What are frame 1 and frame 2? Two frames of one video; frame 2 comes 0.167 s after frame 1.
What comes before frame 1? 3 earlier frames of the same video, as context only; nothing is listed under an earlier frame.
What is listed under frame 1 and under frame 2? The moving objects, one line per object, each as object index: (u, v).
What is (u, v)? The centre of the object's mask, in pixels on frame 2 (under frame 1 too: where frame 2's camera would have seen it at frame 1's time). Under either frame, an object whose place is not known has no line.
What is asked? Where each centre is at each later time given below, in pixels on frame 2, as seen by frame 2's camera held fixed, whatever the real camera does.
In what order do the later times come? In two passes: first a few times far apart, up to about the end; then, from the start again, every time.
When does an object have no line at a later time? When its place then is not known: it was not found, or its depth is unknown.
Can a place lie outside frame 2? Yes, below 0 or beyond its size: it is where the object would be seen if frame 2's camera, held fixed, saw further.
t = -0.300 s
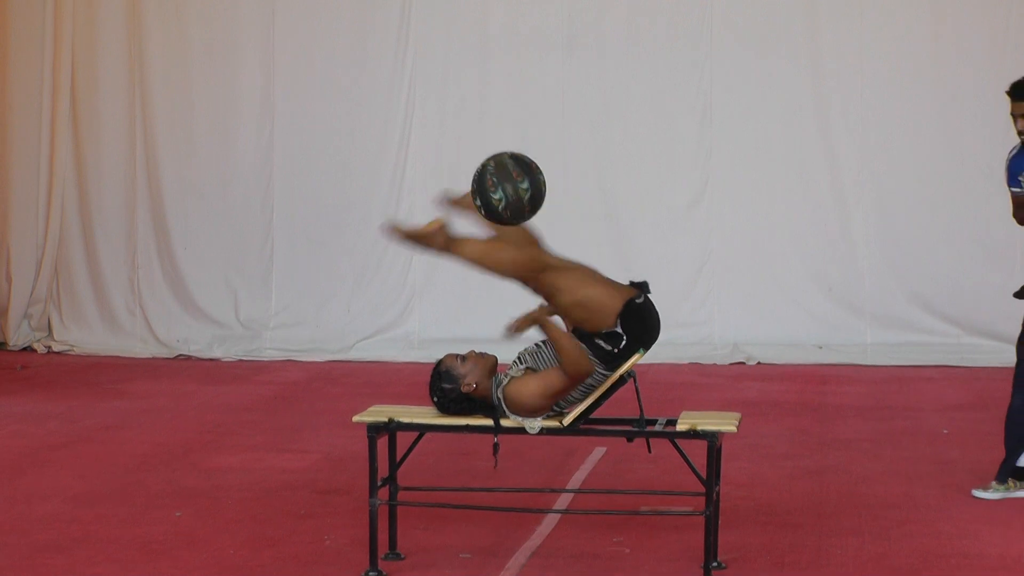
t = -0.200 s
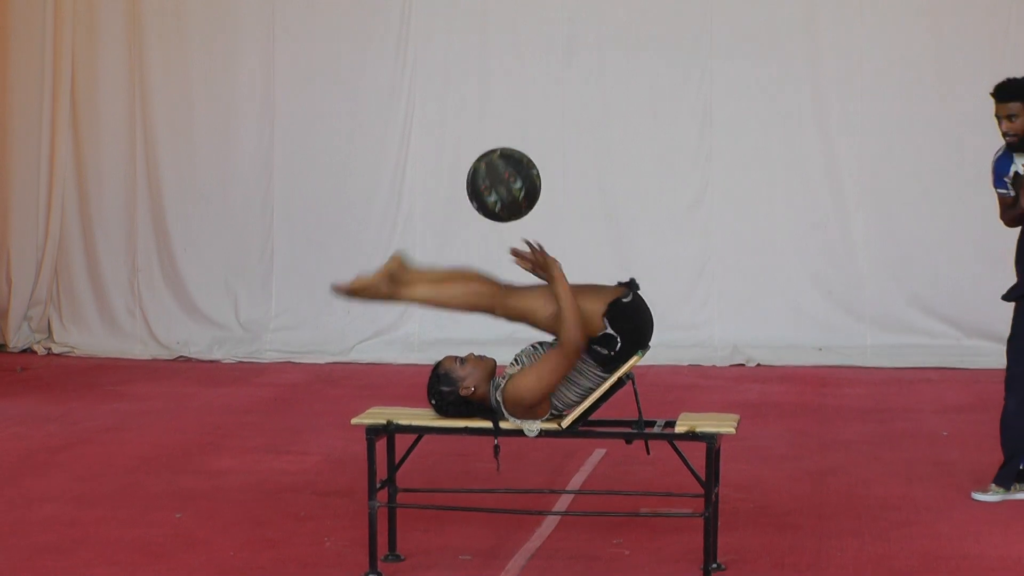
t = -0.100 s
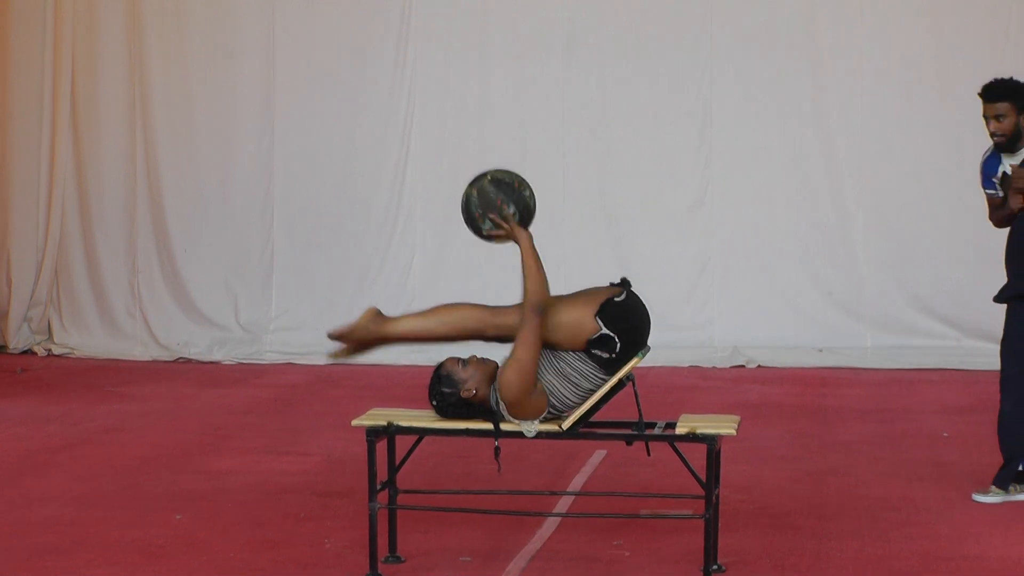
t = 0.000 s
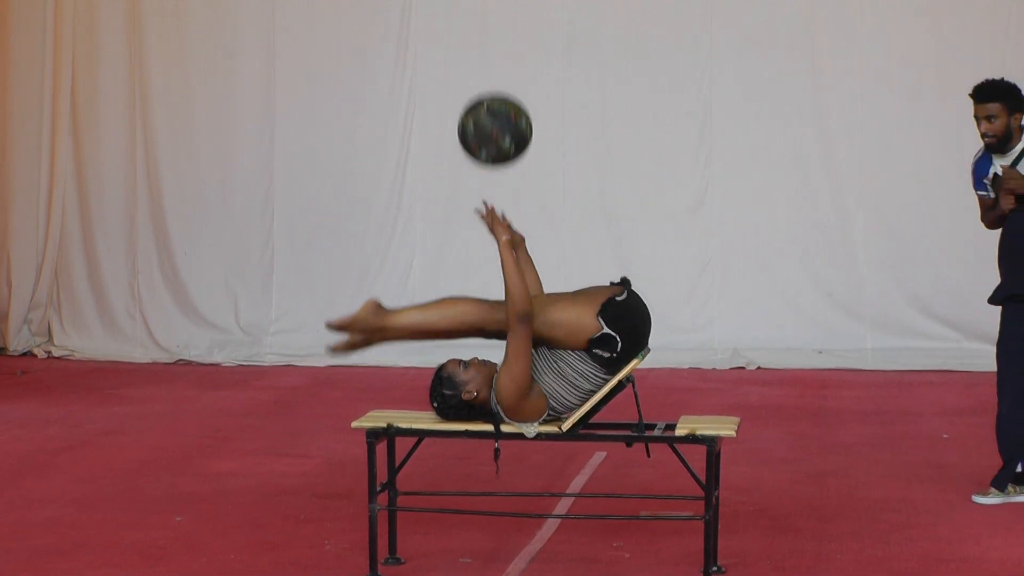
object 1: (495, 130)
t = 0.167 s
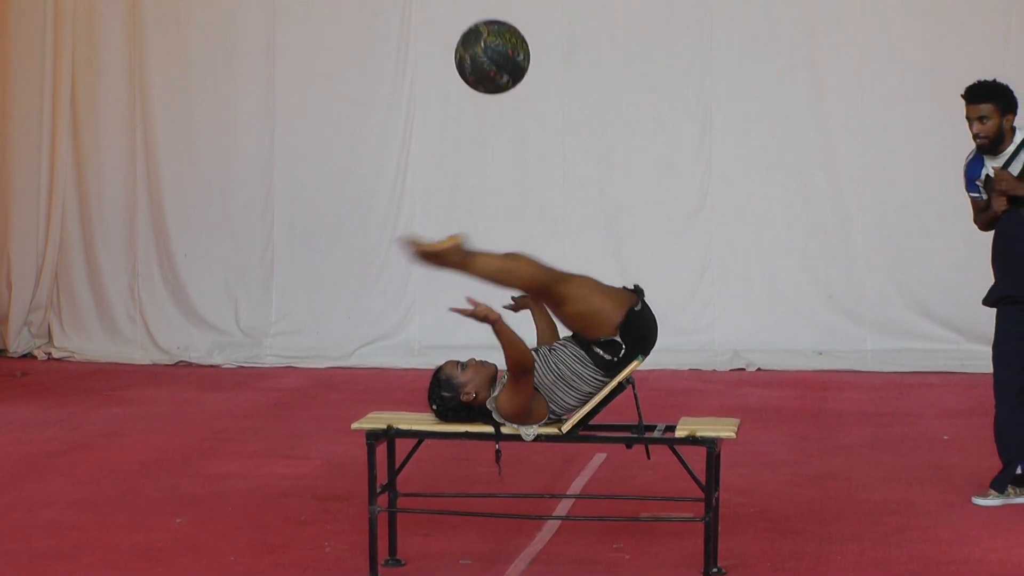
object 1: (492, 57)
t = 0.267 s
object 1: (490, 51)
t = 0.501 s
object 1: (483, 157)
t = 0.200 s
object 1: (491, 51)
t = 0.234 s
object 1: (491, 50)
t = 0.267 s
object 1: (490, 51)
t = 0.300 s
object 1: (489, 56)
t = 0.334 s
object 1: (488, 64)
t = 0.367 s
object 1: (487, 76)
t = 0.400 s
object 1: (486, 92)
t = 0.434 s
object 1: (485, 110)
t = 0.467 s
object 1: (484, 133)
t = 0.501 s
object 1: (483, 157)
